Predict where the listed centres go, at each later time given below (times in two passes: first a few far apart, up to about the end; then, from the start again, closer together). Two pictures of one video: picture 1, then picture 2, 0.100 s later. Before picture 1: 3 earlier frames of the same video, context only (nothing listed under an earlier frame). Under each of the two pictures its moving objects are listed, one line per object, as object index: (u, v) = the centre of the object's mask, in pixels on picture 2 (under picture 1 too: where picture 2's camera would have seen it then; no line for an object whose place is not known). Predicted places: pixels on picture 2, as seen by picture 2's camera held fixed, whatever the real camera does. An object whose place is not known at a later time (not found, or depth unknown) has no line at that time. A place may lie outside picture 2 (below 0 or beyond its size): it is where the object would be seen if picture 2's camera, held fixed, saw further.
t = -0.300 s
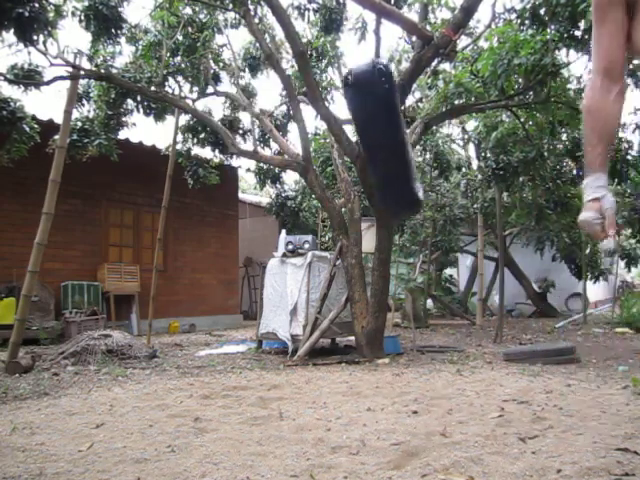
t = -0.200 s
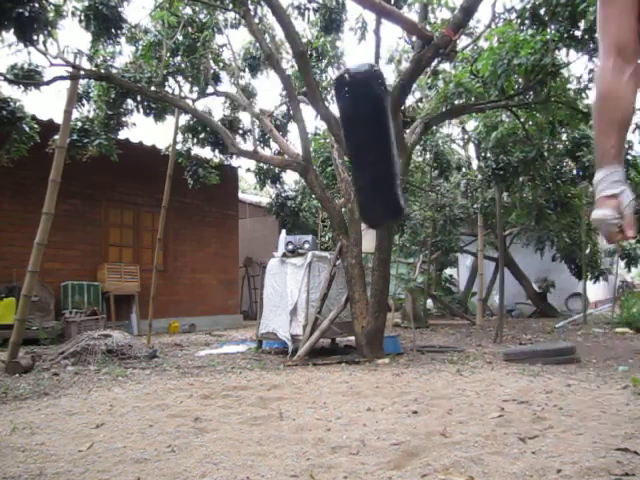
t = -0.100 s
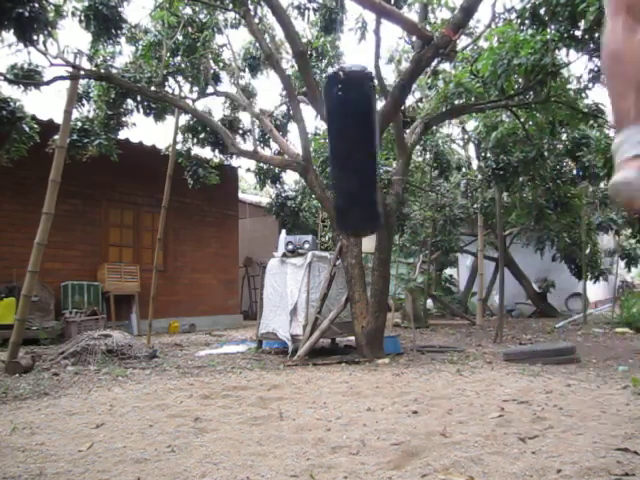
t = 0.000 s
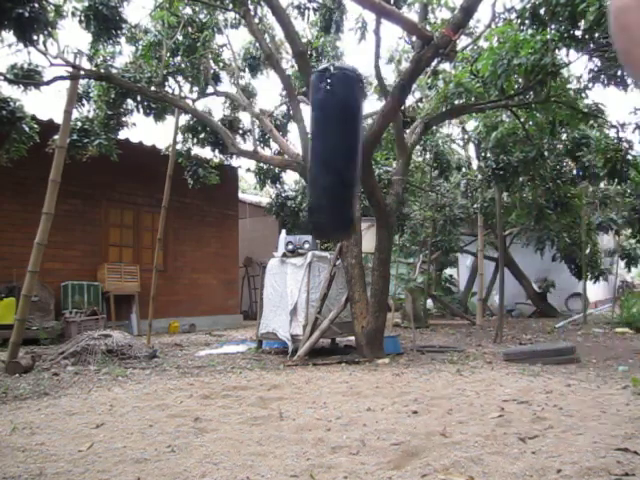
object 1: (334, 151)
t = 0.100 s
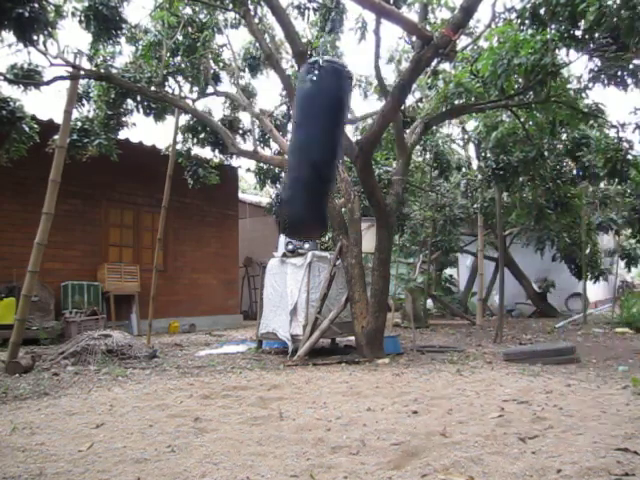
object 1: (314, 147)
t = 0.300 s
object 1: (279, 129)
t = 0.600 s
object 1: (269, 100)
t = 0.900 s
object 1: (317, 128)
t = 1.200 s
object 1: (370, 149)
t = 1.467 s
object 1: (383, 141)
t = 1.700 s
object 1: (375, 140)
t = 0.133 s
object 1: (307, 145)
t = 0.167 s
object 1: (301, 143)
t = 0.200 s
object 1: (294, 141)
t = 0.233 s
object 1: (289, 136)
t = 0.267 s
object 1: (284, 133)
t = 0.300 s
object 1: (279, 129)
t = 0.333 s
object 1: (275, 124)
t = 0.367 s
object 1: (272, 119)
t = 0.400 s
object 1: (269, 114)
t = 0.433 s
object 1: (267, 110)
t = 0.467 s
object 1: (266, 107)
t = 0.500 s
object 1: (265, 104)
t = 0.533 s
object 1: (266, 102)
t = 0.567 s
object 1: (267, 100)
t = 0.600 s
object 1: (269, 100)
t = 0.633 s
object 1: (272, 100)
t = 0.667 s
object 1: (275, 102)
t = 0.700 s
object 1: (279, 104)
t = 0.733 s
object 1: (284, 107)
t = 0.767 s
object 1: (290, 111)
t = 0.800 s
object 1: (297, 114)
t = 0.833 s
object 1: (303, 119)
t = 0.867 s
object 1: (310, 124)
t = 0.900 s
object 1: (317, 128)
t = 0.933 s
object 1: (324, 131)
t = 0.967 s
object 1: (332, 135)
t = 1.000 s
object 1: (338, 138)
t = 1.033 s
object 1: (344, 142)
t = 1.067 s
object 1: (350, 145)
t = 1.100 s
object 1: (356, 146)
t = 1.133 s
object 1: (360, 146)
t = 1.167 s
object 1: (365, 148)
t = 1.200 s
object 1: (370, 149)
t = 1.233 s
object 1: (373, 148)
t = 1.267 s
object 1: (376, 147)
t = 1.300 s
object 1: (378, 144)
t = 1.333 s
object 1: (380, 145)
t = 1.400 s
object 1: (382, 142)
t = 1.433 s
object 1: (383, 142)
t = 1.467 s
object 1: (383, 141)
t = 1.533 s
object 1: (382, 140)
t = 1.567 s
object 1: (381, 140)
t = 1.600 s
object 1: (380, 139)
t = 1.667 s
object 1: (377, 140)
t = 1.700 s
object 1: (375, 140)
